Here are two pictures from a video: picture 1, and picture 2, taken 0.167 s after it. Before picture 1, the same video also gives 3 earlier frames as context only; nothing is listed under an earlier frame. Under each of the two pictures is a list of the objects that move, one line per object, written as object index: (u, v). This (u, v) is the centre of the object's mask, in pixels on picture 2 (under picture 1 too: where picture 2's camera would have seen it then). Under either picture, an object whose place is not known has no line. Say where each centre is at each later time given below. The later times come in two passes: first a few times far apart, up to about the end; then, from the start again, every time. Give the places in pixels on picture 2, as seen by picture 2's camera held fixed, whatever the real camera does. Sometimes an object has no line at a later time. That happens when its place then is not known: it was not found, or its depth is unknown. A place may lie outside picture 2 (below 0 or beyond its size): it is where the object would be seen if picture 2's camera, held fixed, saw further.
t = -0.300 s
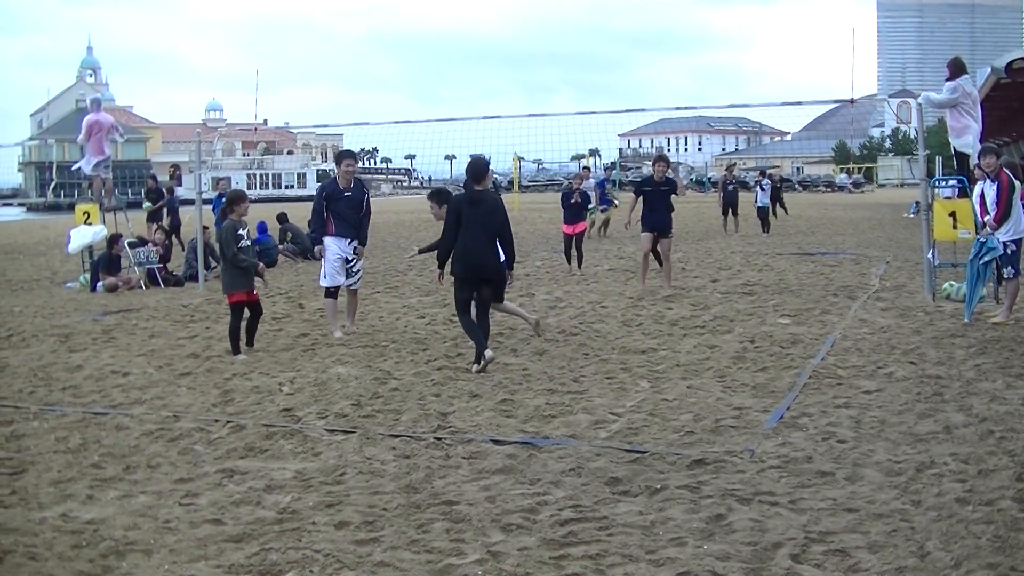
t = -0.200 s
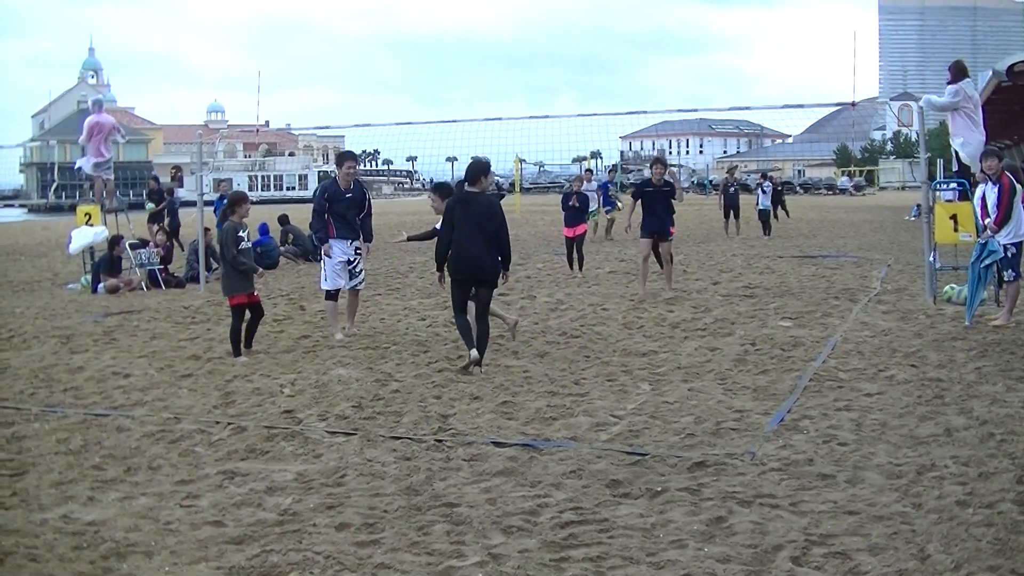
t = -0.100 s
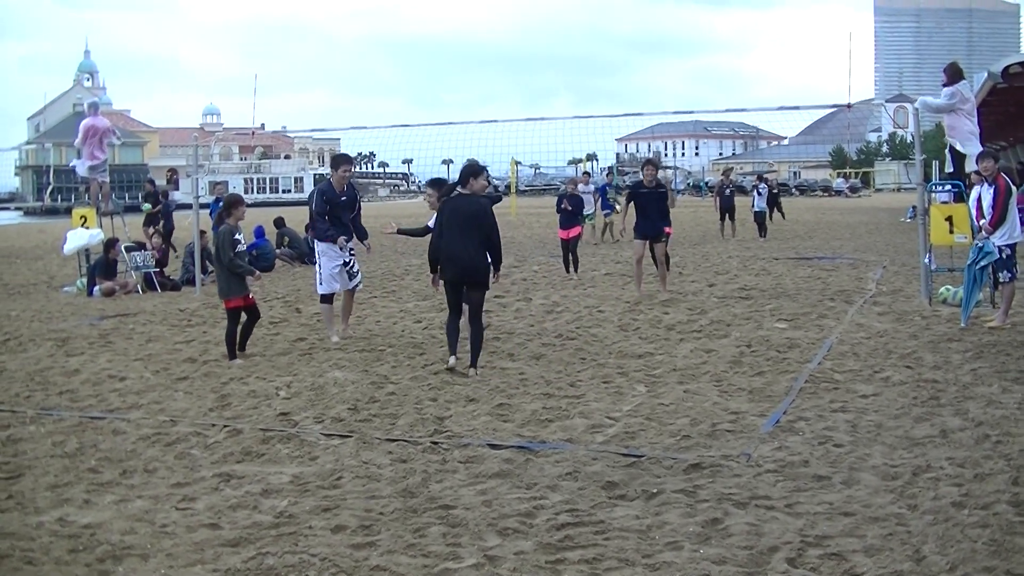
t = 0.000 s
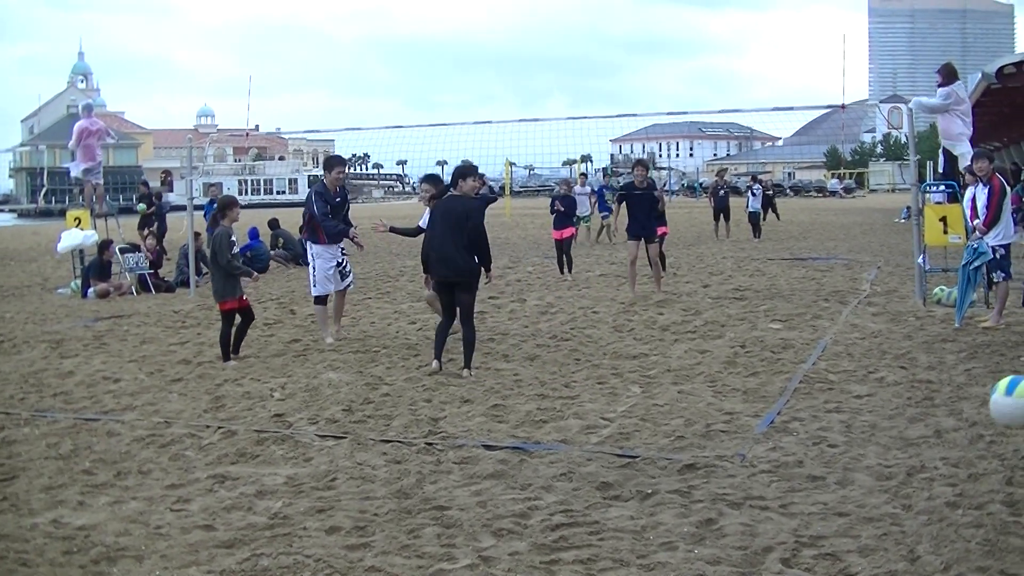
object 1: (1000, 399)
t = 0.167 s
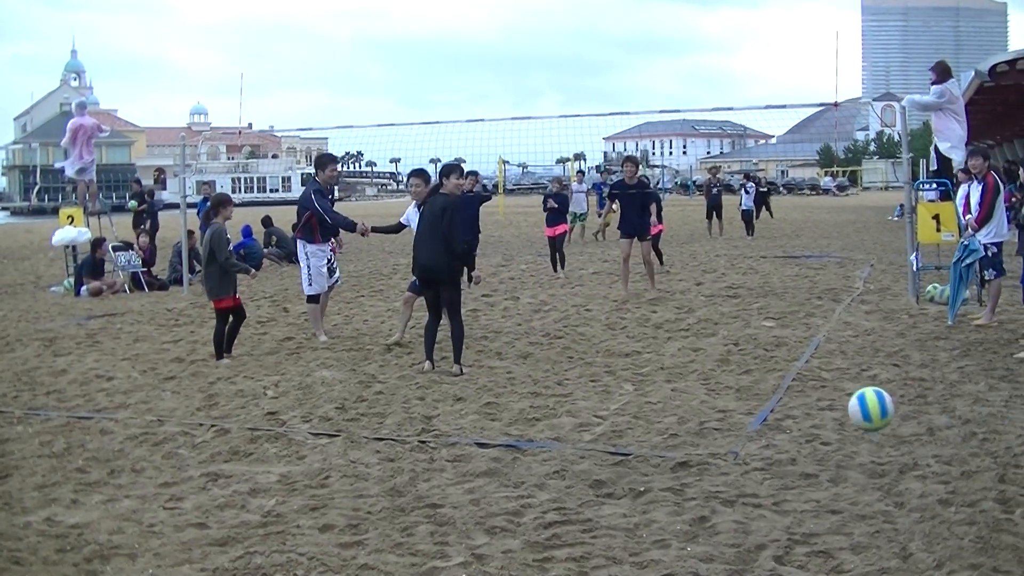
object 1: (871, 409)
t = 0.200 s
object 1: (857, 392)
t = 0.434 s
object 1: (769, 347)
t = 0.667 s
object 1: (700, 389)
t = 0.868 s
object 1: (660, 378)
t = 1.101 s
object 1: (619, 373)
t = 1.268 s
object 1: (593, 365)
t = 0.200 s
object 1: (857, 392)
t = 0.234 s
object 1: (842, 378)
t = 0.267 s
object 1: (829, 366)
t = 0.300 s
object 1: (816, 357)
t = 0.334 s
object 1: (803, 351)
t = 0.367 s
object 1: (791, 348)
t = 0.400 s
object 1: (779, 347)
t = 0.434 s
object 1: (769, 347)
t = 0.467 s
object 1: (757, 351)
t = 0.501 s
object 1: (747, 356)
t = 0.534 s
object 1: (736, 365)
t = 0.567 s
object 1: (727, 374)
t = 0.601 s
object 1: (717, 384)
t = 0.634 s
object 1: (708, 396)
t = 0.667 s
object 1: (700, 389)
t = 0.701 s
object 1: (693, 383)
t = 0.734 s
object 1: (686, 379)
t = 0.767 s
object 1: (680, 376)
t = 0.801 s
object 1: (673, 376)
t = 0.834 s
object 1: (667, 376)
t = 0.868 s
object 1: (660, 378)
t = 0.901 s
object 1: (654, 378)
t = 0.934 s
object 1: (647, 378)
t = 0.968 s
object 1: (642, 375)
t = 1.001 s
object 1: (636, 373)
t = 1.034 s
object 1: (630, 372)
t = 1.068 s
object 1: (624, 371)
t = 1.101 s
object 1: (619, 373)
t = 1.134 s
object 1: (613, 373)
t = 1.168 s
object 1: (607, 372)
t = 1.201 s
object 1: (602, 369)
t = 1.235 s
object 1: (598, 366)
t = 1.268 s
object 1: (593, 365)
